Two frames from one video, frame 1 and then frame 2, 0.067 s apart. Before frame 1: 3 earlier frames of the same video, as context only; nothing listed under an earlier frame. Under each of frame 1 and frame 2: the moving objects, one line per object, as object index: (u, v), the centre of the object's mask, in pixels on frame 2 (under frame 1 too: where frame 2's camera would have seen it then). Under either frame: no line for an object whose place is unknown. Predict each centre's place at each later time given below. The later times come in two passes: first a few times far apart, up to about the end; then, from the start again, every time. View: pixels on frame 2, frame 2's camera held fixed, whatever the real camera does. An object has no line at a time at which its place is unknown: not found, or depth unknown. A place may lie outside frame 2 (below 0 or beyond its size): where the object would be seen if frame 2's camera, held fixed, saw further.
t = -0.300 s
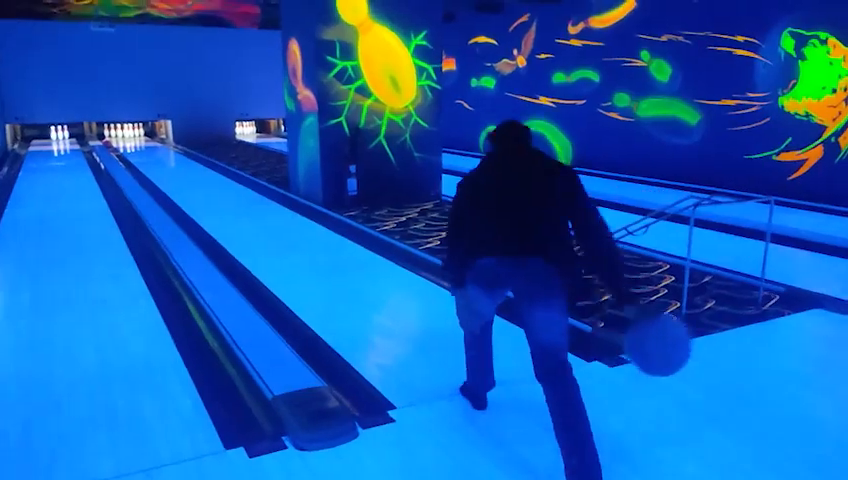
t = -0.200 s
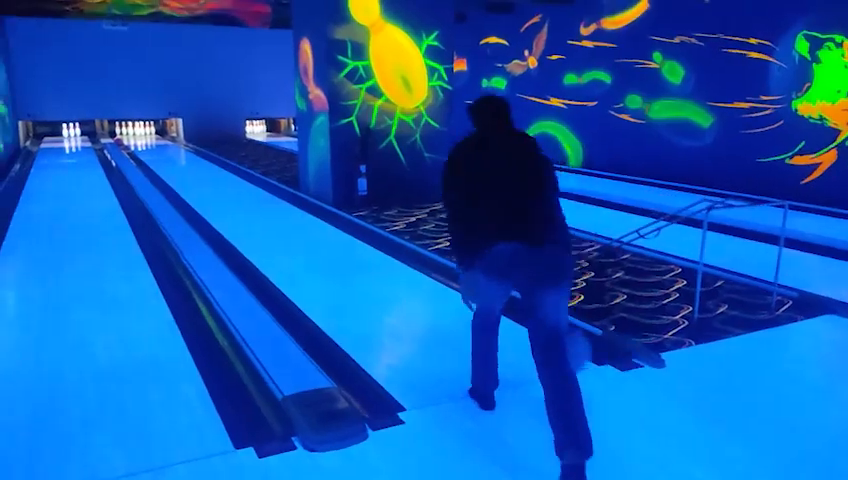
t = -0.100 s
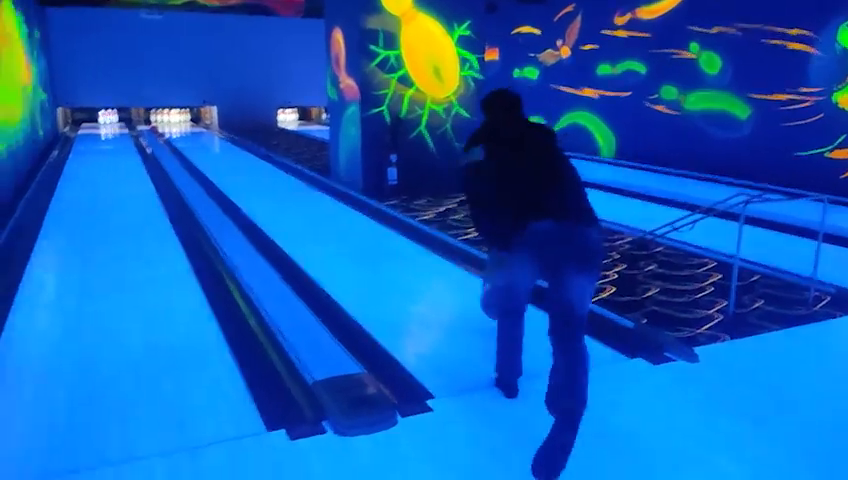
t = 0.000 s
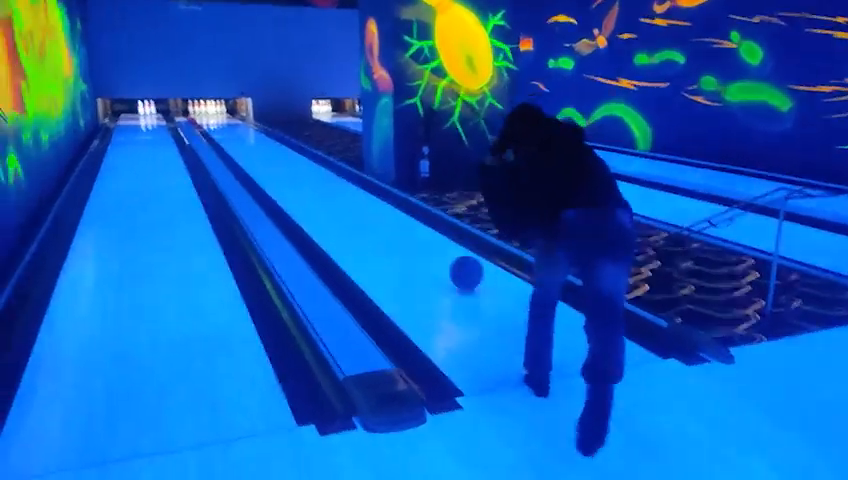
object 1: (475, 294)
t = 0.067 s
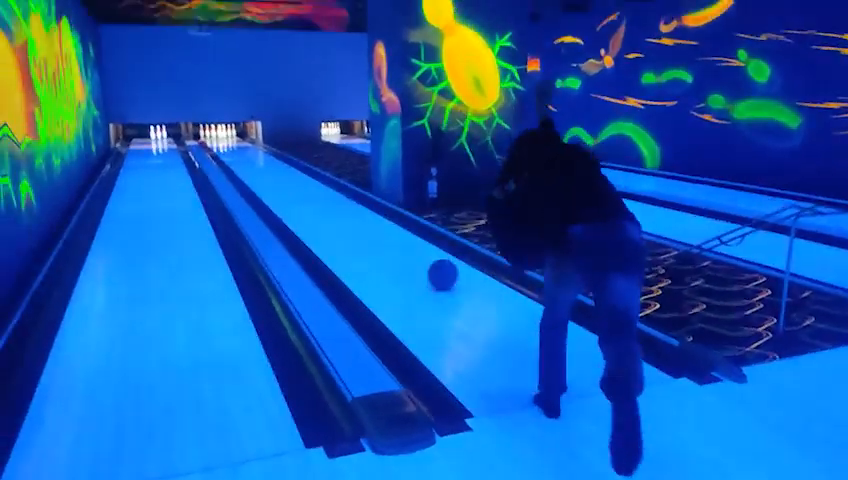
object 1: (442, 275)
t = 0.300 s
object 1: (369, 226)
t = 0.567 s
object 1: (322, 197)
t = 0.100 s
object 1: (429, 266)
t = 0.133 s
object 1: (416, 257)
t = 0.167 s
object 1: (405, 250)
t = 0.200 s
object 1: (395, 243)
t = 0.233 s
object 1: (385, 237)
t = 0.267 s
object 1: (376, 231)
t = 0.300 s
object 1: (369, 226)
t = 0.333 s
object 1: (362, 222)
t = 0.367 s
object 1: (354, 217)
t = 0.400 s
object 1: (348, 213)
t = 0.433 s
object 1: (342, 210)
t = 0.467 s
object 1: (337, 206)
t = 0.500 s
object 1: (332, 203)
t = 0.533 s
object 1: (327, 200)
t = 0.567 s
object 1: (322, 197)
